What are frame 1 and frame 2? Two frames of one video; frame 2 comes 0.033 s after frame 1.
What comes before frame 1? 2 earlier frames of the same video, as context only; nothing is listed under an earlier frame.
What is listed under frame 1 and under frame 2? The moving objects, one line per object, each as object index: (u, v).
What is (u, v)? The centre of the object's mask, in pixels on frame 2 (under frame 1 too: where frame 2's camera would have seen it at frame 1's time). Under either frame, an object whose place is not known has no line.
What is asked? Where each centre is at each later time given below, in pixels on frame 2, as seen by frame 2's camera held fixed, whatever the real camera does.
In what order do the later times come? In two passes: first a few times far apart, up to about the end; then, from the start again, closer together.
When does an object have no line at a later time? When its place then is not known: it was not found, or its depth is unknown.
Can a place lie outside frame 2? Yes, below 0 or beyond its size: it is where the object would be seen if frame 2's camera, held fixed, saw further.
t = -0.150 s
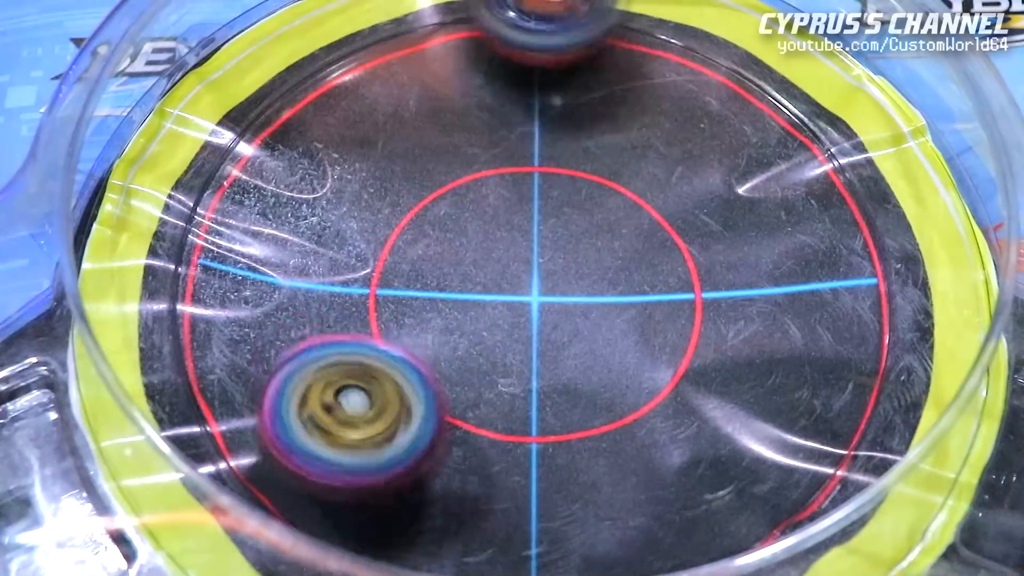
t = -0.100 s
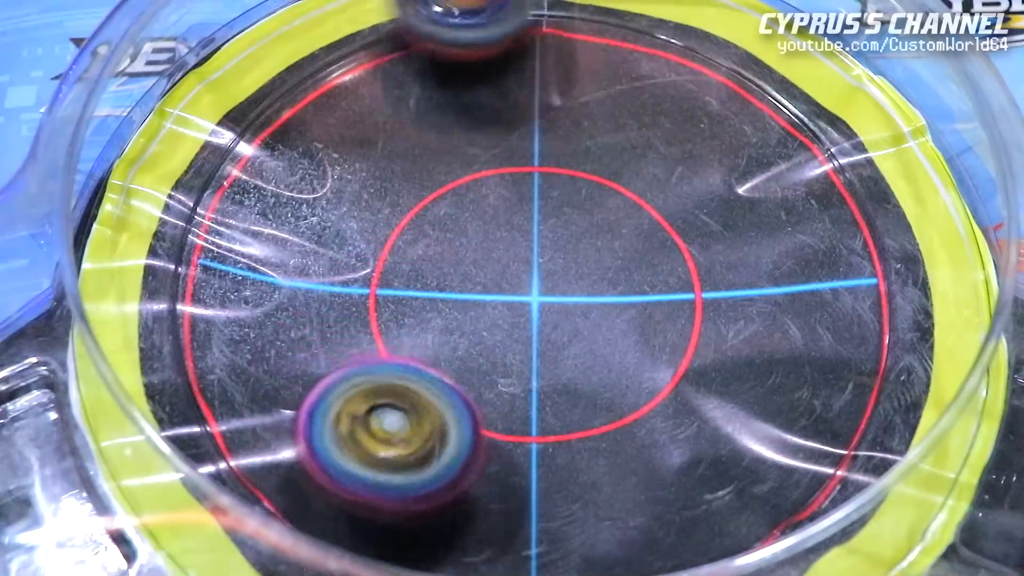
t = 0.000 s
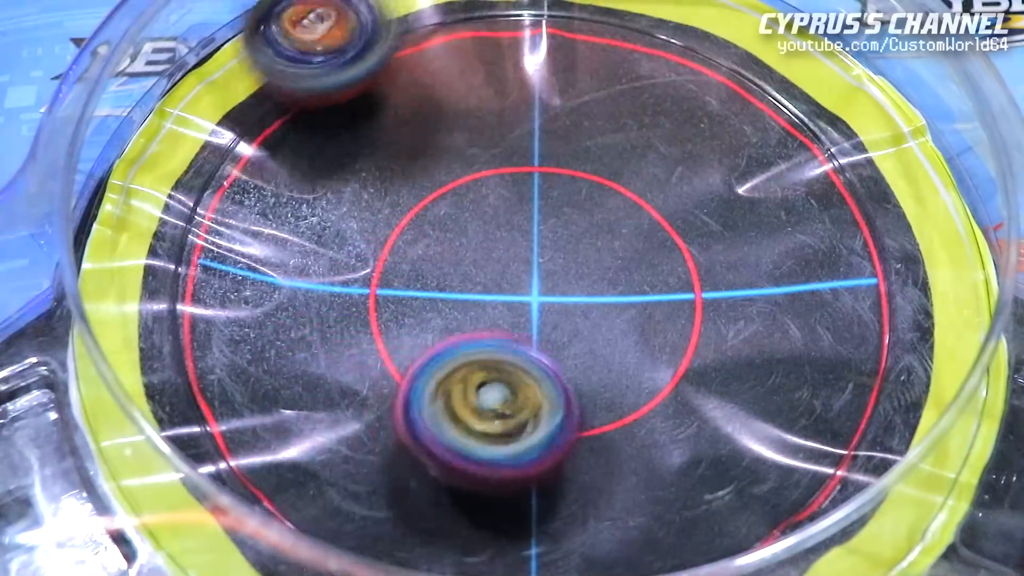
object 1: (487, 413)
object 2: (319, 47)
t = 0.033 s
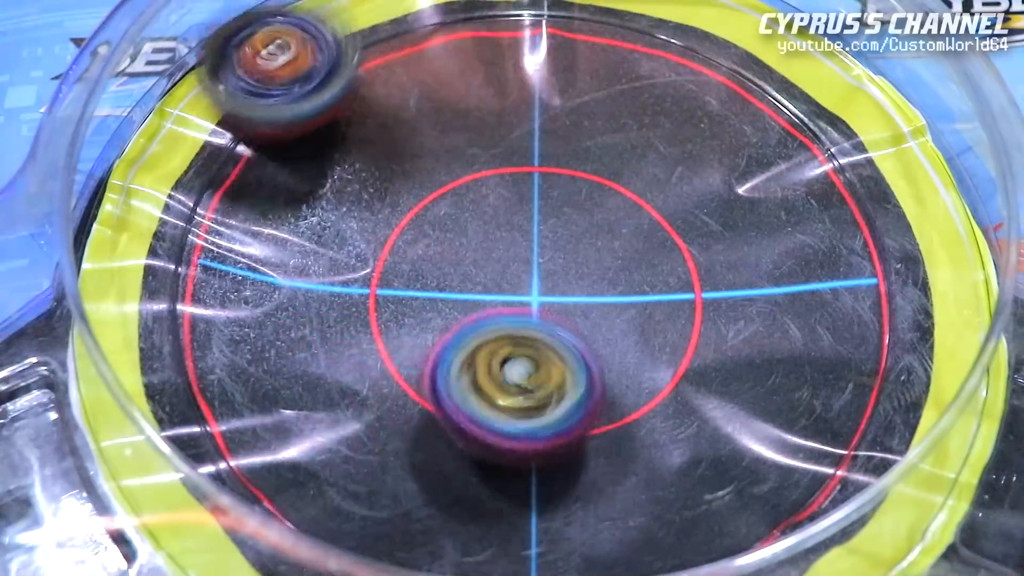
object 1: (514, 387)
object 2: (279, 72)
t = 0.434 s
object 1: (448, 96)
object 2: (640, 480)
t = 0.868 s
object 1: (547, 277)
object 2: (669, 32)
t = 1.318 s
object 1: (678, 129)
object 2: (290, 382)
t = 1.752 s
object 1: (463, 403)
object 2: (866, 270)
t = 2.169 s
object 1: (582, 263)
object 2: (352, 89)
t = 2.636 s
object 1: (309, 214)
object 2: (607, 490)
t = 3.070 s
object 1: (677, 211)
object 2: (624, 55)
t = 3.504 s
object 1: (513, 196)
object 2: (267, 283)
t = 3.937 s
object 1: (669, 196)
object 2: (740, 442)
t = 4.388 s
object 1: (385, 167)
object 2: (575, 245)
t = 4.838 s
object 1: (451, 290)
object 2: (613, 364)
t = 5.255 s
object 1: (637, 128)
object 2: (702, 258)
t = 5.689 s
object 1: (587, 206)
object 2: (500, 327)
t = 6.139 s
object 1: (537, 257)
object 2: (406, 492)
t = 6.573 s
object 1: (646, 78)
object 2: (330, 346)
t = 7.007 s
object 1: (657, 148)
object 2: (406, 195)
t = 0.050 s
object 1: (523, 373)
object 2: (263, 87)
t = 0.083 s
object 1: (538, 341)
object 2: (235, 125)
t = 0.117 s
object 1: (545, 306)
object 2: (214, 169)
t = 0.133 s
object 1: (547, 289)
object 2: (206, 189)
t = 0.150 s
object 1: (547, 273)
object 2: (201, 215)
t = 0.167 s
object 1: (547, 258)
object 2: (205, 242)
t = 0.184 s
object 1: (544, 242)
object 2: (207, 269)
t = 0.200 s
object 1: (541, 228)
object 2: (216, 298)
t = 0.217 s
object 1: (536, 213)
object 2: (222, 327)
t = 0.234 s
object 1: (533, 199)
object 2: (235, 353)
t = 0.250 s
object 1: (526, 186)
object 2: (255, 375)
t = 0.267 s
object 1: (521, 175)
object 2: (279, 398)
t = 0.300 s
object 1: (508, 153)
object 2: (339, 436)
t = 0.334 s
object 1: (495, 135)
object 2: (403, 467)
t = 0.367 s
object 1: (480, 120)
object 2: (478, 482)
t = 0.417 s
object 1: (457, 100)
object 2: (603, 483)
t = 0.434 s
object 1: (448, 96)
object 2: (640, 480)
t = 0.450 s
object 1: (439, 90)
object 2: (671, 469)
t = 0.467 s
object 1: (428, 88)
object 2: (702, 457)
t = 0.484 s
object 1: (419, 86)
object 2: (734, 438)
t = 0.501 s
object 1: (408, 85)
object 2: (757, 425)
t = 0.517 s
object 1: (396, 85)
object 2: (781, 404)
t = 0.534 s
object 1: (385, 87)
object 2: (801, 379)
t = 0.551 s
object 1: (374, 91)
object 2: (822, 360)
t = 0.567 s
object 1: (364, 98)
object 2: (837, 335)
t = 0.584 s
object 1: (357, 106)
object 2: (844, 306)
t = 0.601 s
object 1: (350, 118)
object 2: (850, 286)
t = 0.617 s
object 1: (349, 130)
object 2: (855, 268)
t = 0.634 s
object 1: (349, 144)
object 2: (856, 240)
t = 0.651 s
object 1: (352, 157)
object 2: (854, 218)
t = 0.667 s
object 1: (357, 171)
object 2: (851, 197)
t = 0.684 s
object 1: (366, 184)
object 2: (845, 174)
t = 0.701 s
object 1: (375, 199)
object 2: (838, 154)
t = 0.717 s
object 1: (389, 212)
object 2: (826, 133)
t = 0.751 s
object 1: (419, 234)
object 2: (798, 97)
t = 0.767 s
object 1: (434, 244)
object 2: (784, 84)
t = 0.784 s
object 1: (453, 252)
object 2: (768, 65)
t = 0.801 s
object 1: (471, 259)
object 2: (750, 54)
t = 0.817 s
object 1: (490, 266)
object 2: (726, 48)
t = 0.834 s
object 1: (509, 271)
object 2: (712, 41)
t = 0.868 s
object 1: (547, 277)
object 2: (669, 32)
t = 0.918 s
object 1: (603, 278)
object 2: (600, 25)
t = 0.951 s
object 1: (637, 274)
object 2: (548, 24)
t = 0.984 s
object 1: (668, 268)
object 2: (500, 28)
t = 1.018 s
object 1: (694, 257)
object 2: (449, 34)
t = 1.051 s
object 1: (717, 245)
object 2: (404, 44)
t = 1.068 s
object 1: (726, 238)
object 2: (383, 51)
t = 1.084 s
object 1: (736, 231)
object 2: (363, 61)
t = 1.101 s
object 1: (742, 223)
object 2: (343, 75)
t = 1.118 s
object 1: (748, 214)
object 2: (324, 94)
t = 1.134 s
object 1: (753, 205)
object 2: (310, 110)
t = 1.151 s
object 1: (755, 195)
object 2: (294, 132)
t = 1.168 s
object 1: (759, 186)
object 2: (280, 153)
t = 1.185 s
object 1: (758, 175)
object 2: (269, 176)
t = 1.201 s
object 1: (757, 165)
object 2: (263, 195)
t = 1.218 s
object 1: (752, 154)
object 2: (255, 222)
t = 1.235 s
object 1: (745, 146)
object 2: (252, 252)
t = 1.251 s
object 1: (734, 138)
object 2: (255, 278)
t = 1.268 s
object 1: (723, 134)
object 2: (259, 308)
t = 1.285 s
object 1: (708, 129)
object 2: (262, 331)
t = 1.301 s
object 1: (695, 128)
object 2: (276, 361)
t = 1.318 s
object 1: (678, 129)
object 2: (290, 382)
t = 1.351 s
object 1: (645, 132)
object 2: (326, 427)
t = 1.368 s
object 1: (629, 136)
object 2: (357, 447)
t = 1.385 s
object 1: (612, 144)
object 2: (387, 467)
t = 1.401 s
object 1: (597, 152)
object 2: (416, 485)
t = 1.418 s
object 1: (582, 161)
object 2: (449, 491)
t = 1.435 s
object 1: (568, 171)
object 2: (481, 497)
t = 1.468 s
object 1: (541, 192)
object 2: (554, 505)
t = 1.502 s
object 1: (517, 216)
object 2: (623, 506)
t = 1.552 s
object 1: (488, 254)
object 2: (708, 486)
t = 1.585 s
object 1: (474, 282)
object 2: (767, 456)
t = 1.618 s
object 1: (463, 308)
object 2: (808, 429)
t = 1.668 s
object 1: (454, 347)
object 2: (850, 374)
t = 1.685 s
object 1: (454, 360)
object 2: (857, 361)
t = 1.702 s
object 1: (454, 370)
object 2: (864, 336)
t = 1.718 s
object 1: (457, 382)
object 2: (869, 309)
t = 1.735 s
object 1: (458, 393)
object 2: (866, 292)
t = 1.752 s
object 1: (463, 403)
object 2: (866, 270)
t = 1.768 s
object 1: (467, 413)
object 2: (859, 247)
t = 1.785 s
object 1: (474, 423)
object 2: (852, 227)
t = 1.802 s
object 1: (481, 434)
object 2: (842, 207)
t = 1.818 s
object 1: (492, 442)
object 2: (827, 186)
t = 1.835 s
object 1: (504, 451)
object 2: (814, 169)
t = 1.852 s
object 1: (517, 457)
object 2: (798, 150)
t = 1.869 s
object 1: (531, 460)
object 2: (778, 132)
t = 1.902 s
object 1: (563, 462)
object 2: (739, 104)
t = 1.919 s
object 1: (577, 459)
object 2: (719, 92)
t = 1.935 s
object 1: (594, 453)
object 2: (697, 82)
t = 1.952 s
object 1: (605, 443)
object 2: (675, 72)
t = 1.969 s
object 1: (617, 432)
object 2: (651, 65)
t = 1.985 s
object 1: (624, 419)
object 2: (625, 59)
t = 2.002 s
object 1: (630, 405)
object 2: (599, 55)
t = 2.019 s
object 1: (634, 391)
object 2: (573, 53)
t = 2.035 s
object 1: (633, 377)
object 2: (549, 51)
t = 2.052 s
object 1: (633, 364)
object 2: (523, 50)
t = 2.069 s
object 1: (630, 349)
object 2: (497, 51)
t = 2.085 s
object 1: (626, 333)
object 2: (470, 54)
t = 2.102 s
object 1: (619, 318)
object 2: (446, 58)
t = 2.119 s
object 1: (611, 303)
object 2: (425, 62)
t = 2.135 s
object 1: (602, 288)
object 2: (400, 69)
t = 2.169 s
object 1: (582, 263)
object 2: (352, 89)
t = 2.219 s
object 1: (550, 231)
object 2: (293, 132)
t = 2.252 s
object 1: (527, 211)
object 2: (261, 163)
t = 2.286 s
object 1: (503, 194)
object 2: (239, 200)
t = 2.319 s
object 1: (479, 180)
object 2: (220, 246)
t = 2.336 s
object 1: (469, 174)
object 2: (218, 268)
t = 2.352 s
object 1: (459, 170)
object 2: (216, 295)
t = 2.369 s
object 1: (448, 165)
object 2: (216, 320)
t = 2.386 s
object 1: (437, 161)
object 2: (224, 339)
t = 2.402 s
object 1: (425, 156)
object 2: (233, 364)
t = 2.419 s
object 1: (416, 153)
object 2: (243, 384)
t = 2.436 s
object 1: (403, 151)
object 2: (263, 402)
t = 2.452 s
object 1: (390, 149)
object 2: (282, 419)
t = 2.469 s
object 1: (378, 148)
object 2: (306, 436)
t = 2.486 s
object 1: (366, 148)
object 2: (330, 450)
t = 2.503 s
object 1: (355, 151)
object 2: (359, 465)
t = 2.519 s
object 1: (344, 154)
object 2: (384, 481)
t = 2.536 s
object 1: (333, 158)
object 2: (412, 486)
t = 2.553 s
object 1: (325, 165)
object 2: (442, 492)
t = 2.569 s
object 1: (318, 171)
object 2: (476, 498)
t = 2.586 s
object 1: (311, 180)
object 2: (506, 497)
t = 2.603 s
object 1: (308, 189)
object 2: (539, 497)
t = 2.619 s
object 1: (307, 202)
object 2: (572, 497)
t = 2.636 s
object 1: (309, 214)
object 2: (607, 490)
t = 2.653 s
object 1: (317, 228)
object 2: (637, 485)
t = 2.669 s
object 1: (325, 242)
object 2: (664, 476)
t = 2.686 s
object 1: (338, 252)
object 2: (689, 459)
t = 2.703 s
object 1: (351, 263)
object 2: (711, 445)
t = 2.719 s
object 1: (368, 270)
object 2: (729, 426)
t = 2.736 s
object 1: (385, 275)
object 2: (746, 404)
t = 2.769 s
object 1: (419, 286)
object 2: (772, 361)
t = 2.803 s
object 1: (455, 291)
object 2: (788, 318)
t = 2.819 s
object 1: (473, 292)
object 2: (789, 296)
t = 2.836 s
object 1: (493, 291)
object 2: (791, 278)
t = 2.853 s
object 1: (512, 289)
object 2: (791, 256)
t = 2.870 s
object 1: (530, 285)
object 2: (789, 236)
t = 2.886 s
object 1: (546, 282)
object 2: (783, 216)
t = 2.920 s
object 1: (575, 274)
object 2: (761, 179)
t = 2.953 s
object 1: (605, 262)
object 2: (743, 143)
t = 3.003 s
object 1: (643, 242)
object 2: (697, 99)
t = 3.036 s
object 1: (661, 227)
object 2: (665, 74)
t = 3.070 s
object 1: (677, 211)
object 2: (624, 55)
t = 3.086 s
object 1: (683, 202)
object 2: (605, 50)
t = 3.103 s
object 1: (687, 195)
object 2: (586, 46)
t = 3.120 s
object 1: (692, 187)
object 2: (562, 42)
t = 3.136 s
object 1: (693, 179)
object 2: (541, 40)
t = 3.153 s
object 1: (696, 170)
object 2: (520, 39)
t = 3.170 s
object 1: (697, 161)
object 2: (498, 39)
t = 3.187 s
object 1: (697, 153)
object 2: (480, 39)
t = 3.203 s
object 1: (697, 145)
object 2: (455, 42)
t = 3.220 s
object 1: (693, 135)
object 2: (434, 43)
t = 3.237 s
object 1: (687, 127)
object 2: (416, 45)
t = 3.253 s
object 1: (678, 118)
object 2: (397, 49)
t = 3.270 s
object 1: (668, 112)
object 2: (379, 54)
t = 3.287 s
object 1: (657, 110)
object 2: (362, 60)
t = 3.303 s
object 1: (647, 108)
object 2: (344, 69)
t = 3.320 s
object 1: (634, 107)
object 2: (330, 82)
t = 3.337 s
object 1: (620, 109)
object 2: (314, 95)
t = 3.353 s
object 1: (607, 111)
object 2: (302, 108)
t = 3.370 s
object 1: (594, 116)
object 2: (291, 125)
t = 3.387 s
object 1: (580, 122)
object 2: (280, 142)
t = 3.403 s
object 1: (569, 133)
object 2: (272, 158)
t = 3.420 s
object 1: (559, 141)
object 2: (267, 174)
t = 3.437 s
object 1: (550, 151)
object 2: (262, 194)
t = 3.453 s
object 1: (540, 160)
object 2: (260, 214)
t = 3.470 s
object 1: (530, 170)
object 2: (262, 235)
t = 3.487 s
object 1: (522, 183)
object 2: (262, 257)
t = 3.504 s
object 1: (513, 196)
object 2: (267, 283)
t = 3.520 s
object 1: (509, 209)
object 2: (277, 304)
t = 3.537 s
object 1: (503, 221)
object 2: (284, 323)
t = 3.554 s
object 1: (500, 230)
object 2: (303, 343)
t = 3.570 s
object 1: (495, 244)
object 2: (319, 360)
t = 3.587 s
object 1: (490, 256)
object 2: (337, 376)
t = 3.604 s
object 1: (489, 271)
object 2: (360, 390)
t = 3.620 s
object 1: (488, 281)
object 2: (380, 401)
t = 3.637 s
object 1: (490, 288)
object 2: (406, 417)
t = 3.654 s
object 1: (500, 293)
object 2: (413, 440)
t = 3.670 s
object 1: (518, 288)
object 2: (422, 471)
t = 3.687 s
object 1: (535, 284)
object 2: (436, 486)
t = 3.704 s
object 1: (550, 282)
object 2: (451, 500)
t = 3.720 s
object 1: (565, 277)
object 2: (470, 511)
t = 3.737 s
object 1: (581, 274)
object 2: (486, 515)
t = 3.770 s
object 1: (604, 266)
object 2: (543, 515)
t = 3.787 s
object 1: (618, 260)
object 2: (565, 511)
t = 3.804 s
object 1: (626, 256)
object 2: (591, 510)
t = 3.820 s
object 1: (635, 250)
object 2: (612, 499)
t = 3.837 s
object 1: (645, 242)
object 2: (638, 495)
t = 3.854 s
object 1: (651, 237)
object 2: (658, 492)
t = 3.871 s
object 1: (657, 229)
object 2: (673, 483)
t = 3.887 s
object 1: (664, 220)
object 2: (696, 473)
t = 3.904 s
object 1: (666, 213)
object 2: (714, 462)
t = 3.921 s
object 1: (669, 205)
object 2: (727, 454)
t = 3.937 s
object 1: (669, 196)
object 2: (740, 442)
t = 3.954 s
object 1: (668, 189)
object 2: (751, 433)
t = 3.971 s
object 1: (668, 183)
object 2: (760, 419)
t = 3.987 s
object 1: (664, 175)
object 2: (764, 403)
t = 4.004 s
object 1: (658, 168)
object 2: (769, 389)
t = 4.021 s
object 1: (655, 165)
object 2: (769, 376)
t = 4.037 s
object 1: (647, 159)
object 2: (769, 363)
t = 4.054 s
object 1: (636, 155)
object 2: (764, 342)
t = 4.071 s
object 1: (628, 154)
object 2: (759, 328)
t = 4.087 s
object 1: (616, 152)
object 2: (755, 313)
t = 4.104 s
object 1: (605, 152)
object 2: (743, 296)
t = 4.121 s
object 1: (595, 156)
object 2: (736, 285)
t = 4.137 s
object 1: (585, 159)
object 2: (722, 271)
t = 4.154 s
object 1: (576, 163)
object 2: (712, 260)
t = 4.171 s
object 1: (564, 167)
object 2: (698, 248)
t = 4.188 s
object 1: (549, 165)
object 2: (692, 251)
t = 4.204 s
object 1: (527, 160)
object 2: (690, 246)
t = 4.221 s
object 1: (506, 158)
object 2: (684, 250)
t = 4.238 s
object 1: (492, 156)
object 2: (679, 244)
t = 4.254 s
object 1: (478, 156)
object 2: (668, 241)
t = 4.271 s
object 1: (464, 156)
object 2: (660, 240)
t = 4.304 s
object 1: (440, 156)
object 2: (637, 236)
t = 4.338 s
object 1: (420, 159)
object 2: (614, 236)
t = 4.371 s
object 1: (396, 164)
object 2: (587, 239)
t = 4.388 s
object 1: (385, 167)
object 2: (575, 245)
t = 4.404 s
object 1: (375, 170)
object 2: (563, 248)
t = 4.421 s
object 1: (365, 176)
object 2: (553, 249)
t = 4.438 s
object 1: (356, 182)
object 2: (540, 250)
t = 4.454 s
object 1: (347, 188)
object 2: (530, 255)
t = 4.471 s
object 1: (340, 196)
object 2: (518, 260)
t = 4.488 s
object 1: (335, 204)
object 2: (511, 266)
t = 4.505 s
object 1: (330, 209)
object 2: (497, 271)
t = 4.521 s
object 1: (323, 218)
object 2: (495, 284)
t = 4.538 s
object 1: (318, 223)
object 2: (492, 290)
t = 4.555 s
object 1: (311, 228)
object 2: (490, 300)
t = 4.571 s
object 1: (309, 238)
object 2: (490, 307)
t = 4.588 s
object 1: (306, 245)
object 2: (491, 318)
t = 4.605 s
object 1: (306, 256)
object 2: (494, 324)
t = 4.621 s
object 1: (311, 265)
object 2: (496, 334)
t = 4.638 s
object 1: (314, 271)
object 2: (503, 342)
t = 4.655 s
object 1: (324, 282)
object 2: (504, 350)
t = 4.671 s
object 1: (333, 287)
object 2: (512, 355)
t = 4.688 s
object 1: (342, 295)
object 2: (517, 360)
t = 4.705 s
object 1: (354, 299)
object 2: (526, 366)
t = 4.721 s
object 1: (362, 301)
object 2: (536, 370)
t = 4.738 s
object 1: (376, 303)
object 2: (552, 377)
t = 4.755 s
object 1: (388, 302)
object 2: (561, 374)
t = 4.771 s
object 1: (400, 302)
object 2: (573, 377)
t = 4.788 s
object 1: (413, 300)
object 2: (585, 372)
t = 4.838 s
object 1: (451, 290)
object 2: (613, 364)
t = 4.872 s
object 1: (473, 281)
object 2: (635, 355)
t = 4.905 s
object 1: (493, 269)
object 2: (653, 341)
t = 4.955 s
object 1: (520, 249)
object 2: (670, 318)
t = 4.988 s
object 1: (534, 234)
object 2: (681, 310)
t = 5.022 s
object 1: (550, 219)
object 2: (688, 301)
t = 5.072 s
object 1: (575, 199)
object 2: (698, 288)
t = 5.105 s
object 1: (587, 185)
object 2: (707, 280)
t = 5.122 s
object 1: (590, 176)
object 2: (708, 274)
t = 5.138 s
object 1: (596, 171)
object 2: (712, 272)
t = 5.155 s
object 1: (602, 163)
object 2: (710, 267)
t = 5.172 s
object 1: (609, 156)
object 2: (713, 267)
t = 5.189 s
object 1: (614, 151)
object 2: (712, 263)
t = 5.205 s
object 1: (620, 145)
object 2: (713, 262)
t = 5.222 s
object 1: (625, 140)
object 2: (710, 260)
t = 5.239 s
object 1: (632, 134)
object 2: (709, 261)
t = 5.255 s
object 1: (637, 128)
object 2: (702, 258)
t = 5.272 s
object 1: (641, 124)
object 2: (699, 258)
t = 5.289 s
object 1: (644, 119)
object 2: (690, 255)
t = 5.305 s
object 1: (650, 113)
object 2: (686, 256)
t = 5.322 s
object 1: (653, 110)
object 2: (675, 256)
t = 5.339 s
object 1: (654, 107)
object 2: (669, 258)
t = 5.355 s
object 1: (655, 105)
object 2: (660, 259)
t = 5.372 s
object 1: (656, 104)
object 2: (653, 261)
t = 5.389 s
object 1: (654, 104)
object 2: (645, 264)
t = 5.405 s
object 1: (654, 104)
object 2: (636, 265)
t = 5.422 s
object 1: (651, 104)
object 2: (627, 268)
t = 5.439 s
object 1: (651, 105)
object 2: (619, 270)
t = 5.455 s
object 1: (648, 107)
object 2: (612, 275)
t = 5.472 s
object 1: (646, 113)
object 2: (602, 277)
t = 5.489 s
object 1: (641, 117)
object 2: (595, 281)
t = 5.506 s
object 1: (640, 123)
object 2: (585, 283)
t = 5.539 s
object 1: (629, 140)
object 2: (567, 291)
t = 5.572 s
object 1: (620, 154)
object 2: (549, 298)
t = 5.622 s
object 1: (607, 176)
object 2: (527, 310)
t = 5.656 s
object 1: (598, 191)
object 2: (512, 319)
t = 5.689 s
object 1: (587, 206)
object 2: (500, 327)
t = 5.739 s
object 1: (577, 225)
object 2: (474, 348)
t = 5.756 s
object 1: (573, 228)
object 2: (466, 354)
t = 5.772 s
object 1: (569, 235)
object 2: (459, 365)
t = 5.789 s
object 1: (563, 241)
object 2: (450, 369)
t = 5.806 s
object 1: (557, 248)
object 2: (448, 379)
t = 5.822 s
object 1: (548, 254)
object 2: (440, 382)
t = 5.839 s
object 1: (544, 260)
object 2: (440, 391)
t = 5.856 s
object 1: (538, 265)
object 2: (433, 395)
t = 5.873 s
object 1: (533, 271)
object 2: (431, 399)
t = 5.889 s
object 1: (526, 277)
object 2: (428, 406)
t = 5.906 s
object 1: (520, 282)
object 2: (426, 409)
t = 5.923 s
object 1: (514, 287)
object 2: (424, 415)
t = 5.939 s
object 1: (515, 289)
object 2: (415, 425)
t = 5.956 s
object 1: (523, 286)
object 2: (404, 438)
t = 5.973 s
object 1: (525, 284)
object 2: (397, 446)
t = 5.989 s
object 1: (529, 280)
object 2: (395, 458)
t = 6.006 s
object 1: (532, 279)
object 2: (388, 466)
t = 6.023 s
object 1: (532, 275)
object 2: (392, 472)
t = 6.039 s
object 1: (535, 273)
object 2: (388, 480)
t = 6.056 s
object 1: (534, 270)
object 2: (392, 478)
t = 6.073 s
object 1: (535, 267)
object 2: (393, 487)
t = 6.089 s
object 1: (537, 266)
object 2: (396, 488)
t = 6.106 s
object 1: (536, 262)
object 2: (400, 491)
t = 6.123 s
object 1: (538, 259)
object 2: (399, 488)
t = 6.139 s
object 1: (537, 257)
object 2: (406, 492)
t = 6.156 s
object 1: (537, 253)
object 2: (407, 492)
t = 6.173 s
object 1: (538, 250)
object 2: (414, 484)
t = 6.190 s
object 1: (538, 248)
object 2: (418, 490)
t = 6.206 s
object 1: (538, 246)
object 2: (426, 478)
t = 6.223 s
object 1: (536, 244)
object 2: (432, 473)
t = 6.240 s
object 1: (533, 240)
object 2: (435, 466)
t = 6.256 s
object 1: (535, 238)
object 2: (442, 456)
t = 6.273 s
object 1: (535, 237)
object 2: (444, 445)
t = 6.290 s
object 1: (533, 233)
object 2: (450, 431)
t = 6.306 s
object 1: (532, 232)
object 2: (453, 424)
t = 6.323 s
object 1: (530, 230)
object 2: (454, 408)
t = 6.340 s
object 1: (529, 228)
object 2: (458, 397)
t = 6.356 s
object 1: (529, 227)
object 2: (459, 387)
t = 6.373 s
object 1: (527, 224)
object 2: (460, 375)
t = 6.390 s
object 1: (526, 222)
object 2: (462, 365)
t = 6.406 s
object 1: (525, 220)
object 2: (459, 352)
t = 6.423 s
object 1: (547, 208)
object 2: (437, 358)
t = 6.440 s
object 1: (567, 192)
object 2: (413, 366)
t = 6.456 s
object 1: (583, 167)
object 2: (396, 366)
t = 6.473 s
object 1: (596, 148)
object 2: (382, 364)
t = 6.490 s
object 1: (606, 128)
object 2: (371, 362)
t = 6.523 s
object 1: (624, 105)
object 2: (351, 355)
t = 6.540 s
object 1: (634, 97)
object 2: (346, 351)
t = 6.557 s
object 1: (640, 87)
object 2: (338, 348)
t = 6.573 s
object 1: (646, 78)
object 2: (330, 346)
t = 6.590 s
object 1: (650, 71)
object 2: (328, 340)
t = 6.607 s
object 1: (654, 67)
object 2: (325, 336)
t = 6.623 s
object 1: (657, 65)
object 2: (322, 332)
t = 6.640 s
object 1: (657, 64)
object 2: (319, 326)
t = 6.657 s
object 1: (657, 63)
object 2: (318, 321)
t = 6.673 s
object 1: (658, 63)
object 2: (319, 316)
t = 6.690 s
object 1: (657, 65)
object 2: (319, 310)
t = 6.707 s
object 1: (655, 66)
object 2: (319, 305)
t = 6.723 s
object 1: (653, 67)
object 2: (321, 299)
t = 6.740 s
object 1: (649, 69)
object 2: (322, 294)
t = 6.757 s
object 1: (647, 72)
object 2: (325, 289)
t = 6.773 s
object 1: (644, 75)
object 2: (328, 282)
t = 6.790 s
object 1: (640, 79)
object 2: (331, 276)
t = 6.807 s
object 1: (637, 83)
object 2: (336, 269)
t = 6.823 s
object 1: (635, 88)
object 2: (339, 265)
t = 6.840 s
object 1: (636, 94)
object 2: (346, 256)
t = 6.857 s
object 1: (636, 100)
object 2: (353, 250)
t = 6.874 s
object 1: (638, 106)
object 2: (358, 244)
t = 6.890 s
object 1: (640, 113)
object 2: (363, 239)
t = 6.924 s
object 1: (647, 125)
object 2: (376, 226)
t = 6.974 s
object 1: (654, 140)
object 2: (393, 208)
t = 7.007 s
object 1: (657, 148)
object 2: (406, 195)
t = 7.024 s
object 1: (657, 150)
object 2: (414, 190)
